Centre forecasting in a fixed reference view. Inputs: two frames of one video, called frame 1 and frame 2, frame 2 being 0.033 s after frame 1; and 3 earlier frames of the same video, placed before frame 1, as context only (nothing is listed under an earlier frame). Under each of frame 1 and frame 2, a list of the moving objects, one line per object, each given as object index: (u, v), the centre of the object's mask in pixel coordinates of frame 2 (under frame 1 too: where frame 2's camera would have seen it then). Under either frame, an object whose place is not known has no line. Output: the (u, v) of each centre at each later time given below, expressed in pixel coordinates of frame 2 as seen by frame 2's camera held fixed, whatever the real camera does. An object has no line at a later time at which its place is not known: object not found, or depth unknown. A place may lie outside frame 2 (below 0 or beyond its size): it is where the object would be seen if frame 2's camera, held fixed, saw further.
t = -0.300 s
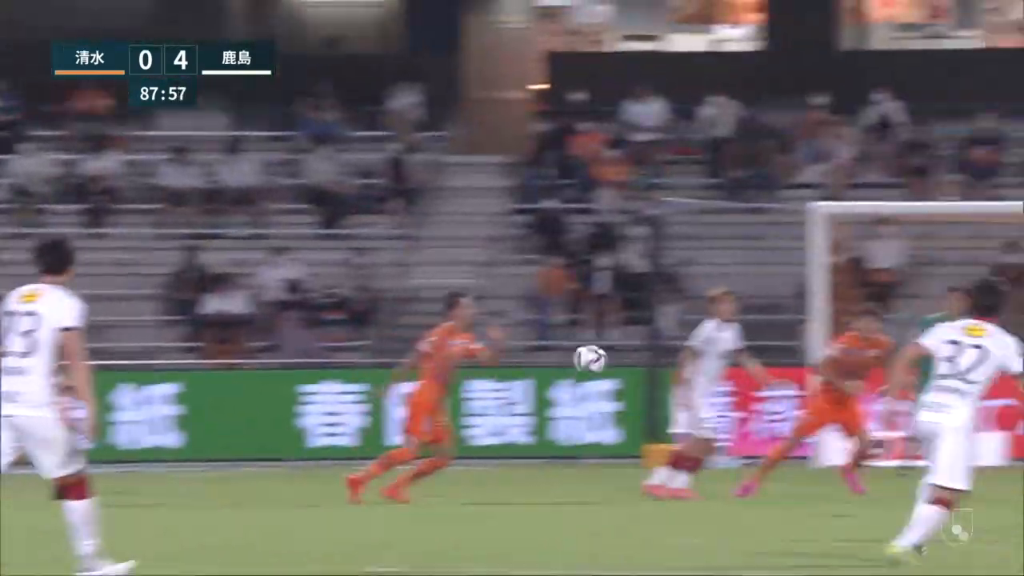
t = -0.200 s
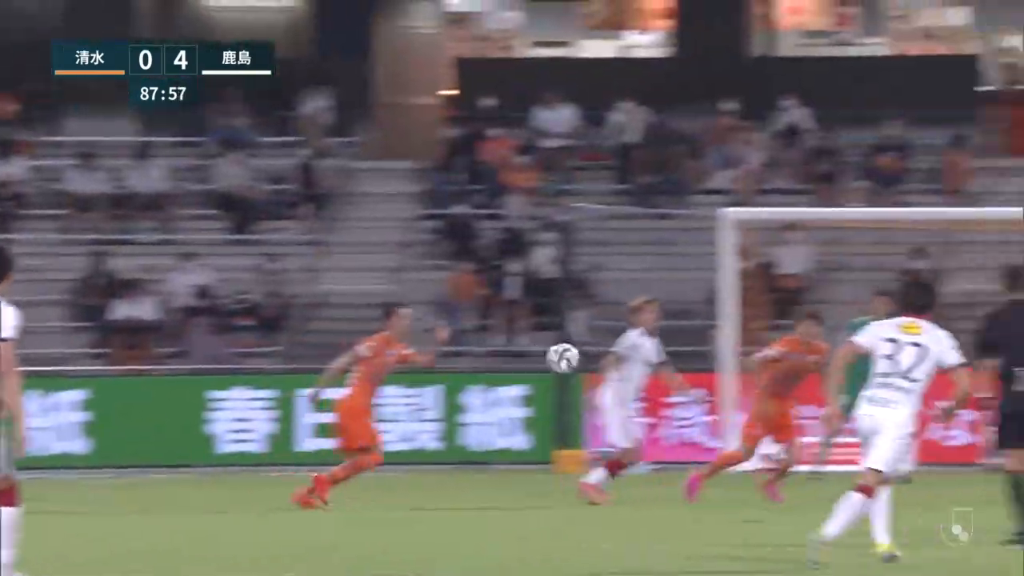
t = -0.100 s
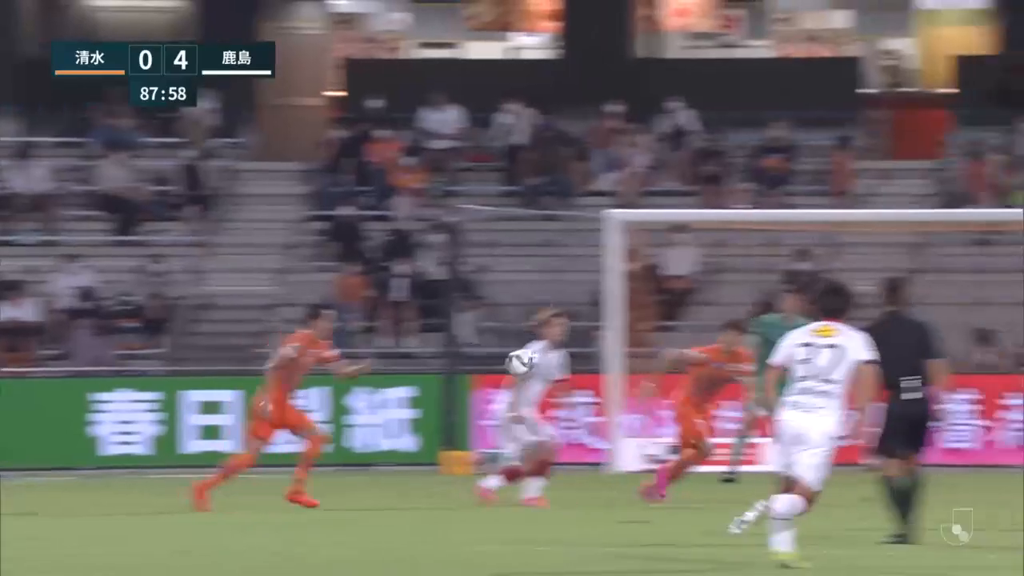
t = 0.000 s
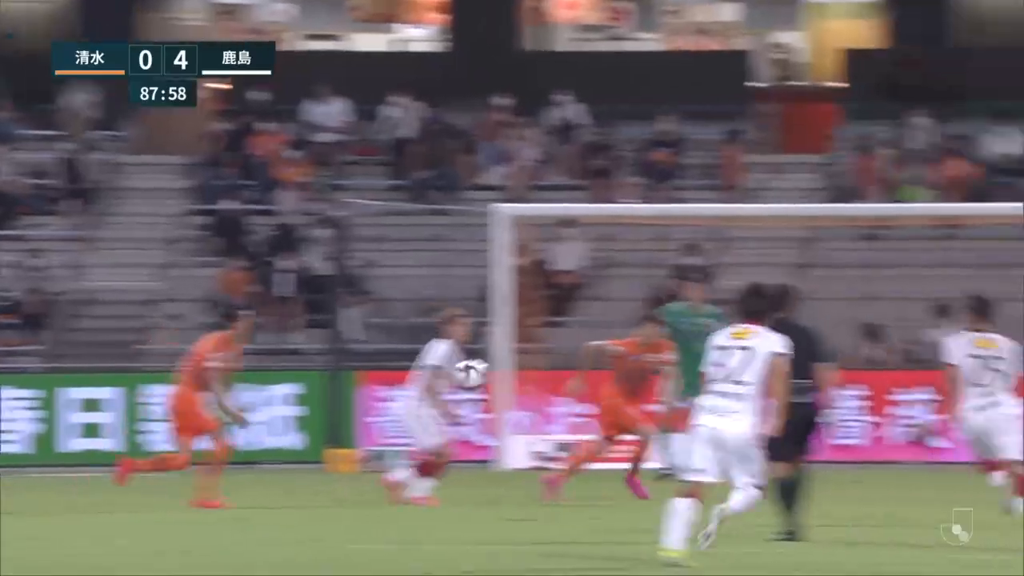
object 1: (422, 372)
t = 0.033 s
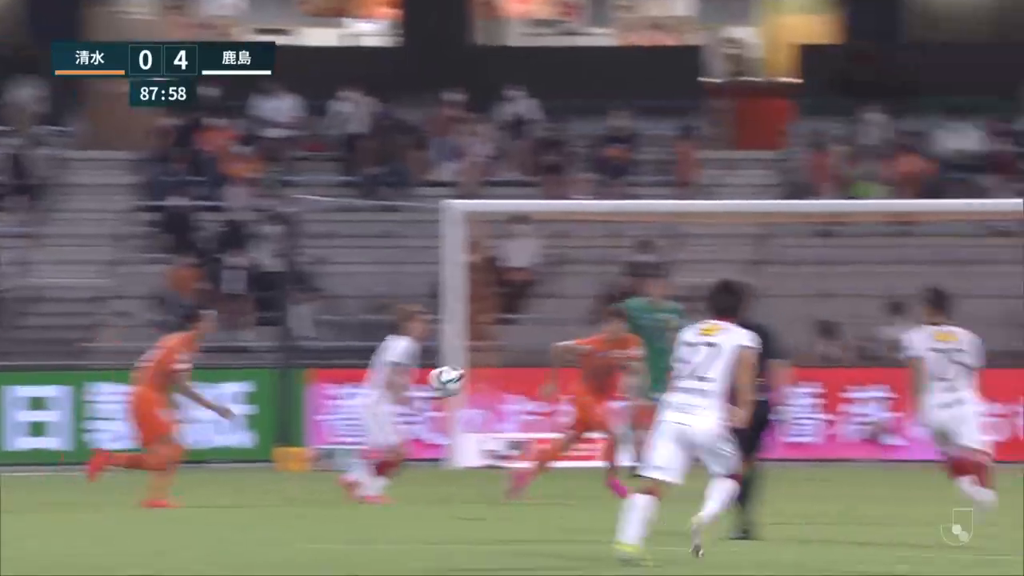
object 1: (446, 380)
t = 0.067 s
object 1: (471, 388)
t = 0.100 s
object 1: (495, 400)
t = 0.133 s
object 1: (503, 409)
